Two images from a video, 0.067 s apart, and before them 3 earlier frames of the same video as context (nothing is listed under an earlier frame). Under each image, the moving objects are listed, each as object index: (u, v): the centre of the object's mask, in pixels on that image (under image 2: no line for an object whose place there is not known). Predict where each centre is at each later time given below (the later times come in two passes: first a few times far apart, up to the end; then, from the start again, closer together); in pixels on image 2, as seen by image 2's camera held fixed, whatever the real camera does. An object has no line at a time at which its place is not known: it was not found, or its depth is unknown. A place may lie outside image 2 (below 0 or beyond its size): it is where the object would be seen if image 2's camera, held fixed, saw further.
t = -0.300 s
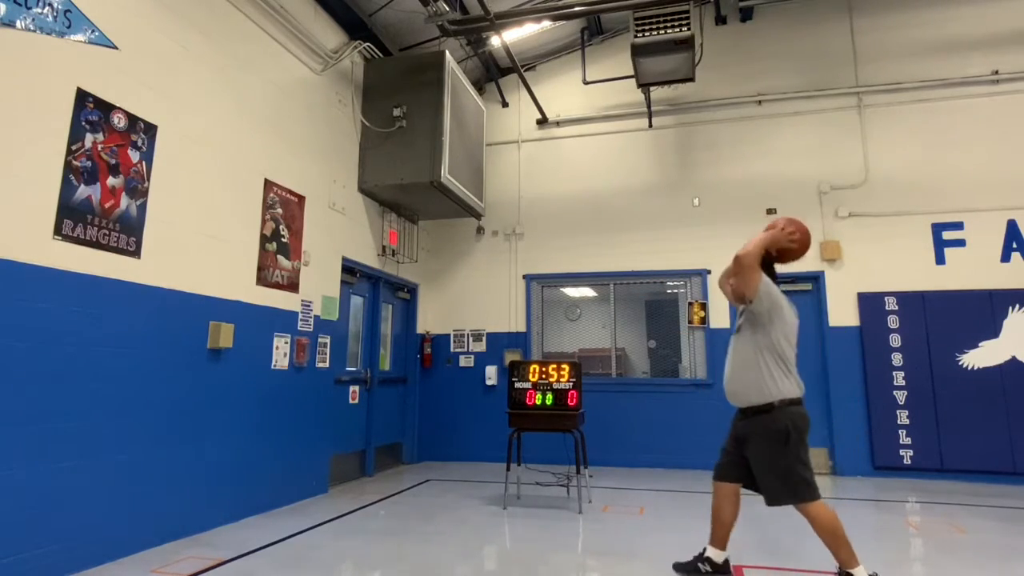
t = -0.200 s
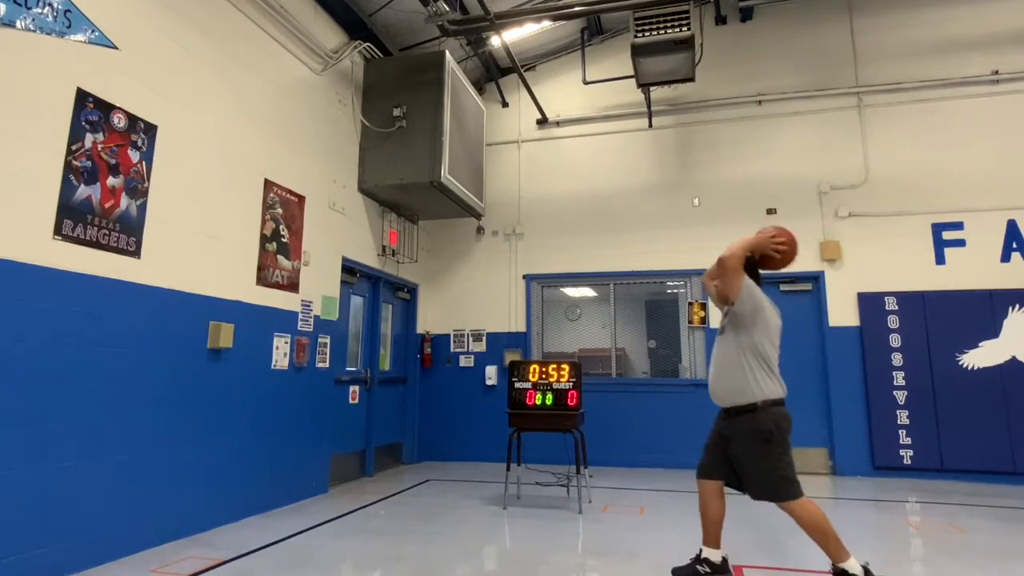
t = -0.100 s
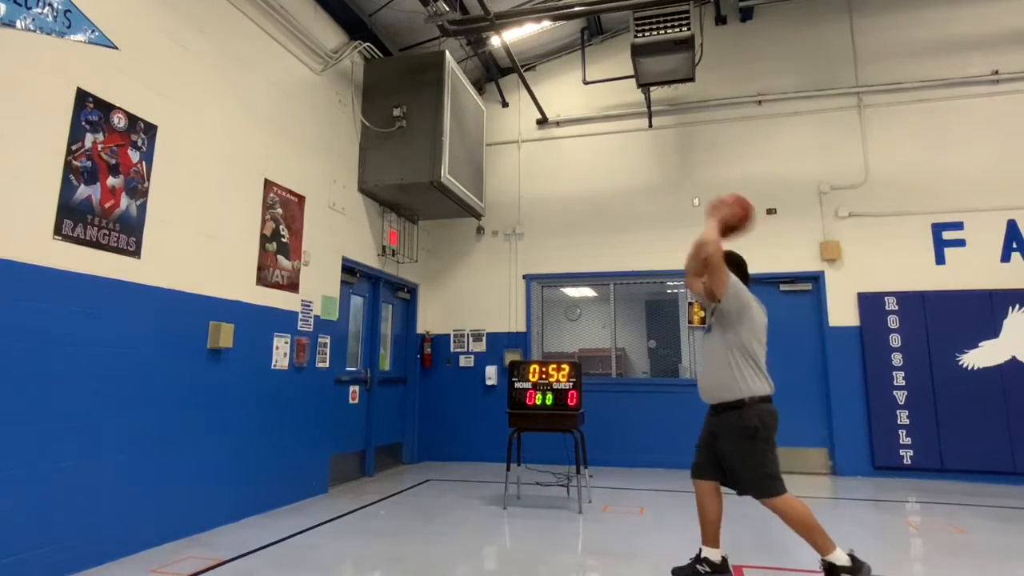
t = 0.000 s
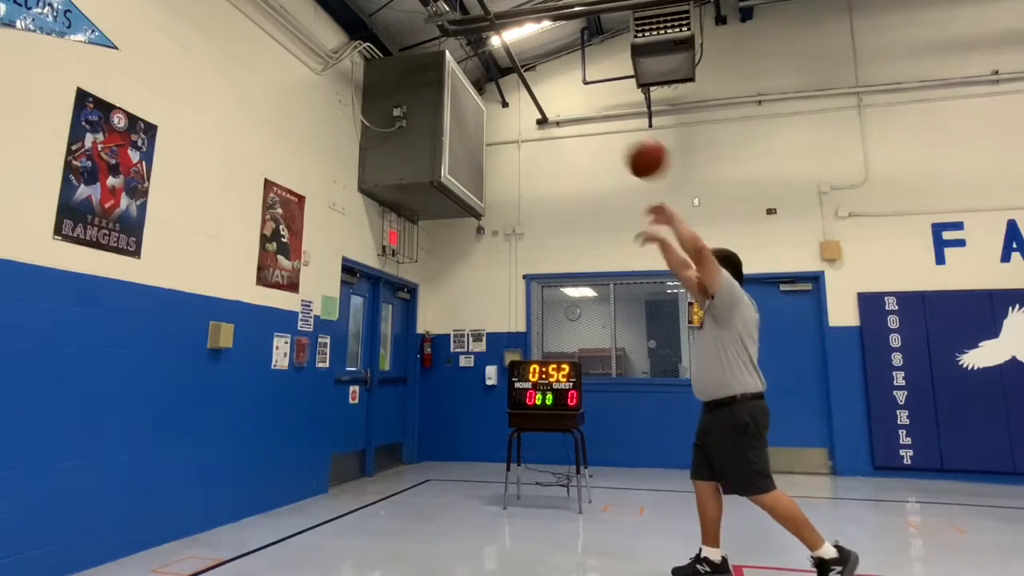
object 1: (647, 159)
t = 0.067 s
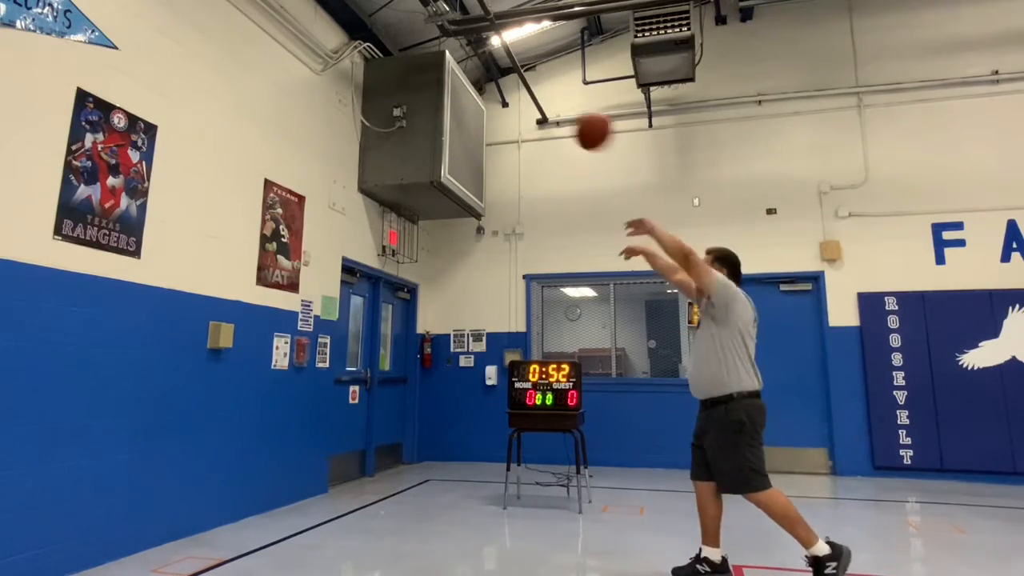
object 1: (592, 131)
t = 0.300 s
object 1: (429, 92)
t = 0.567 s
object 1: (265, 142)
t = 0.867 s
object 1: (329, 259)
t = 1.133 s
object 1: (477, 500)
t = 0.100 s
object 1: (567, 120)
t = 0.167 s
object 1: (518, 104)
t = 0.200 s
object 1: (495, 97)
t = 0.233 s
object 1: (473, 95)
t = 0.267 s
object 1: (451, 95)
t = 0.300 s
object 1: (429, 92)
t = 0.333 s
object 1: (408, 94)
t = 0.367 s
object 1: (387, 95)
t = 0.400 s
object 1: (366, 99)
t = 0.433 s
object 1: (344, 106)
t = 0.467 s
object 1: (324, 113)
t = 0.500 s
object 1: (304, 121)
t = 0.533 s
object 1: (284, 131)
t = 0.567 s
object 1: (265, 142)
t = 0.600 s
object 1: (245, 154)
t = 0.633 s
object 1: (225, 168)
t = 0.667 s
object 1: (232, 177)
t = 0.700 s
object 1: (249, 186)
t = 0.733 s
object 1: (263, 197)
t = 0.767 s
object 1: (282, 210)
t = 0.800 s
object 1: (297, 223)
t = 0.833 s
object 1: (312, 241)
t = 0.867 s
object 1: (329, 259)
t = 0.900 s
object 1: (347, 280)
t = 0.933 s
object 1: (364, 302)
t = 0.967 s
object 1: (381, 327)
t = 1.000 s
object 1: (400, 357)
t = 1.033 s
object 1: (418, 386)
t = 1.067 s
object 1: (438, 420)
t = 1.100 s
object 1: (457, 457)
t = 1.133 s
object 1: (477, 500)
